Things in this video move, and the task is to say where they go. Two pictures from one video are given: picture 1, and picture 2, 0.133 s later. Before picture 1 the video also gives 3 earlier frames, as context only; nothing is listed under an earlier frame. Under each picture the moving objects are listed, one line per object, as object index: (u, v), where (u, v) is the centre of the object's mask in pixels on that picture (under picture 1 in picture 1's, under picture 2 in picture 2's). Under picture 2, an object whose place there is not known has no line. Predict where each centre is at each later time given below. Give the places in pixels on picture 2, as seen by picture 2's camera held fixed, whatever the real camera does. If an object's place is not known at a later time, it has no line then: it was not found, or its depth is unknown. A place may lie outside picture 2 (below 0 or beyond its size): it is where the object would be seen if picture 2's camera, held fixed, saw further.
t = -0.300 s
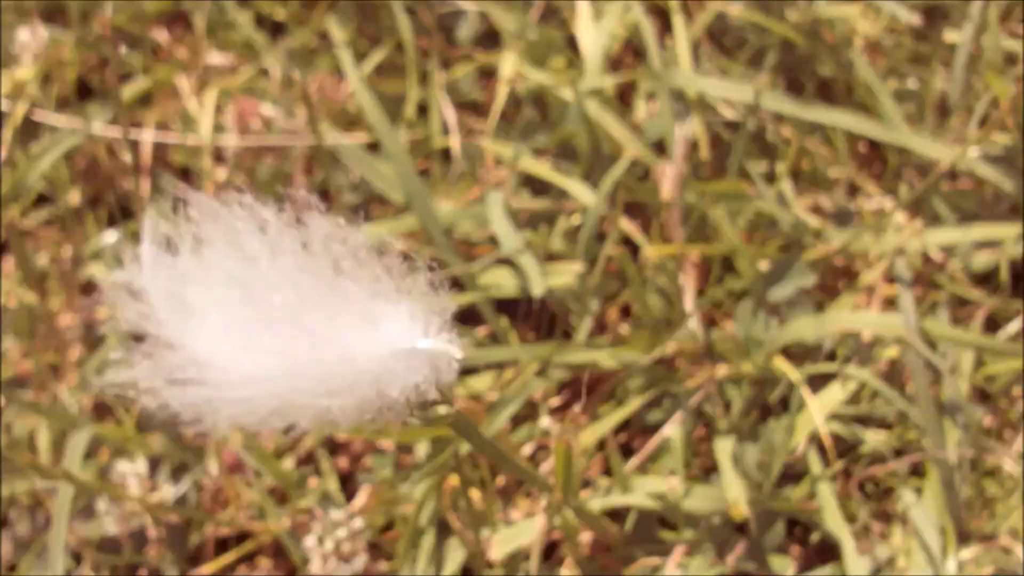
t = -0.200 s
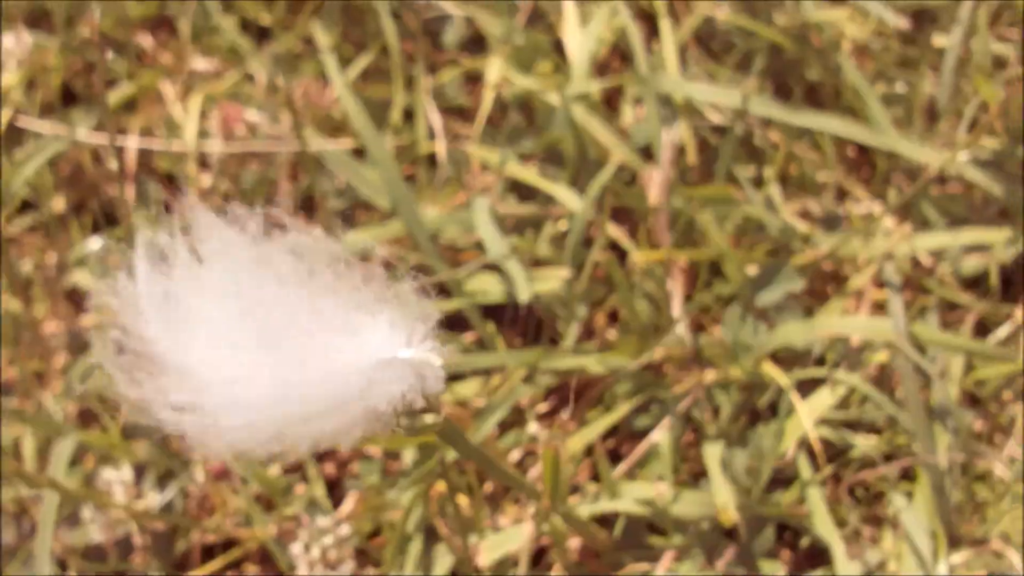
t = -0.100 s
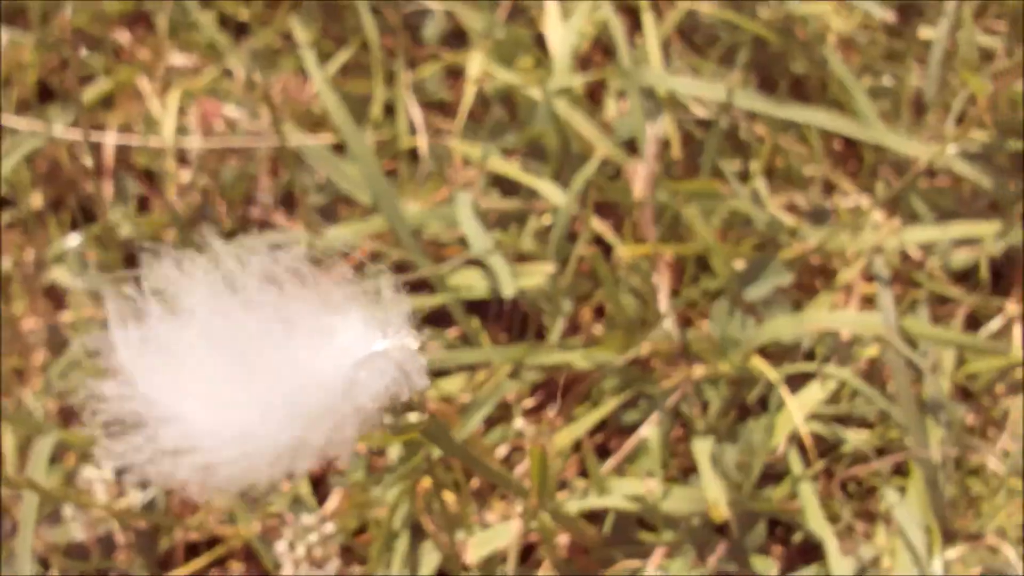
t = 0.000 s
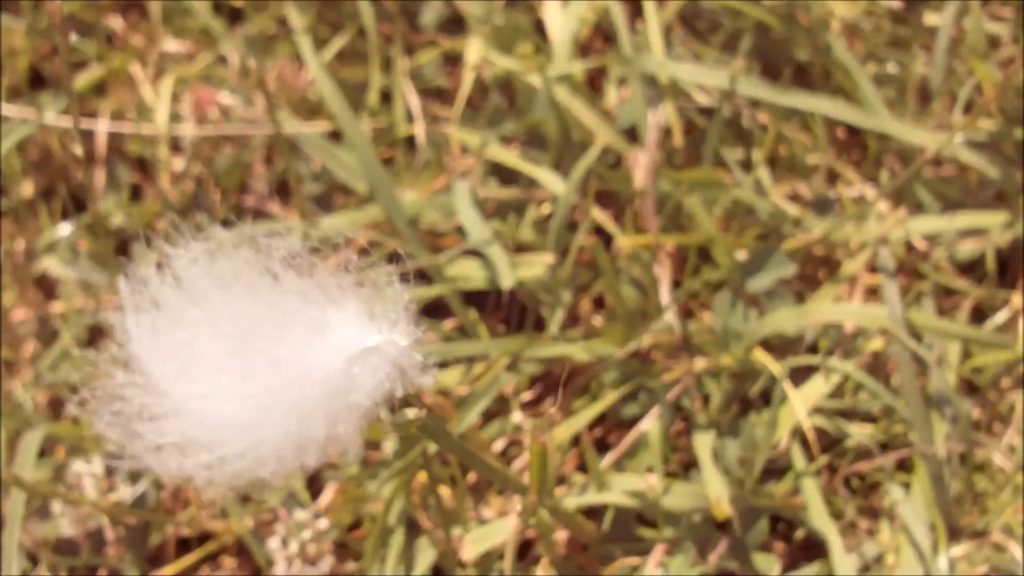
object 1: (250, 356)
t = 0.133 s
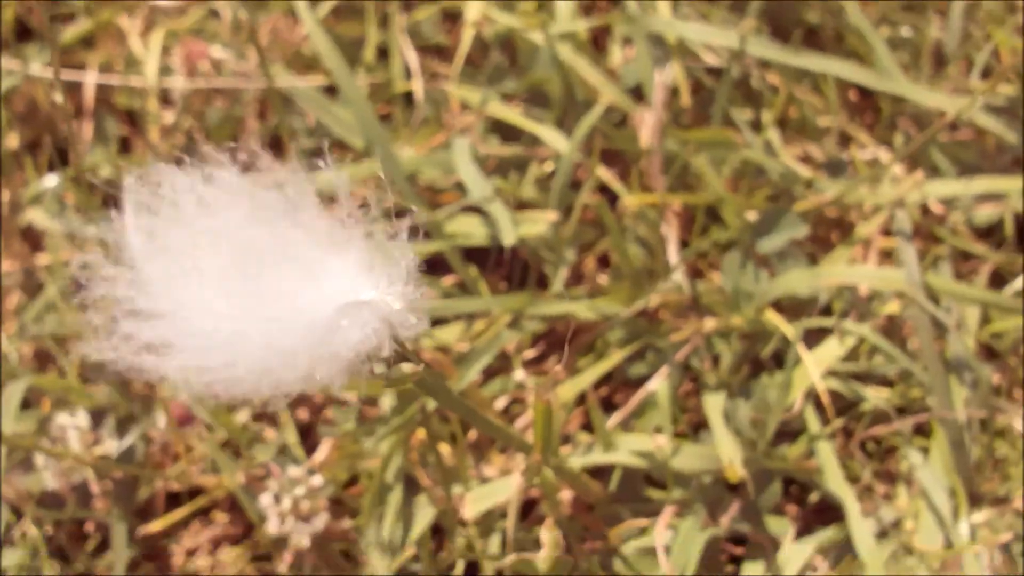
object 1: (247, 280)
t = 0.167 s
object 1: (259, 265)
